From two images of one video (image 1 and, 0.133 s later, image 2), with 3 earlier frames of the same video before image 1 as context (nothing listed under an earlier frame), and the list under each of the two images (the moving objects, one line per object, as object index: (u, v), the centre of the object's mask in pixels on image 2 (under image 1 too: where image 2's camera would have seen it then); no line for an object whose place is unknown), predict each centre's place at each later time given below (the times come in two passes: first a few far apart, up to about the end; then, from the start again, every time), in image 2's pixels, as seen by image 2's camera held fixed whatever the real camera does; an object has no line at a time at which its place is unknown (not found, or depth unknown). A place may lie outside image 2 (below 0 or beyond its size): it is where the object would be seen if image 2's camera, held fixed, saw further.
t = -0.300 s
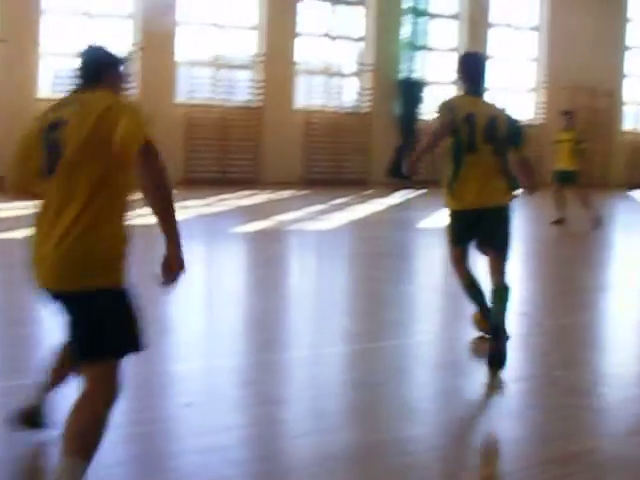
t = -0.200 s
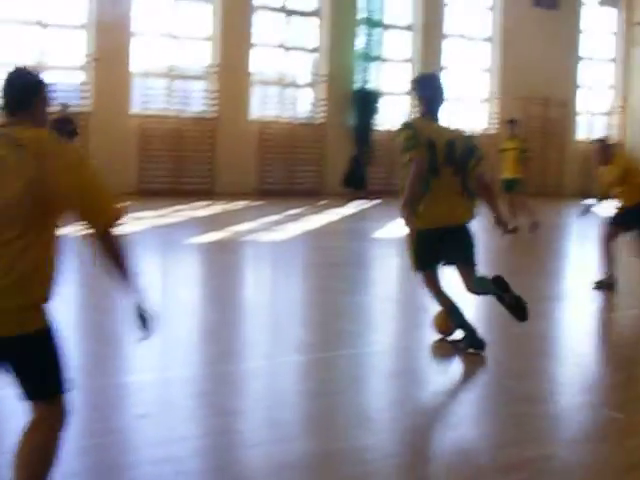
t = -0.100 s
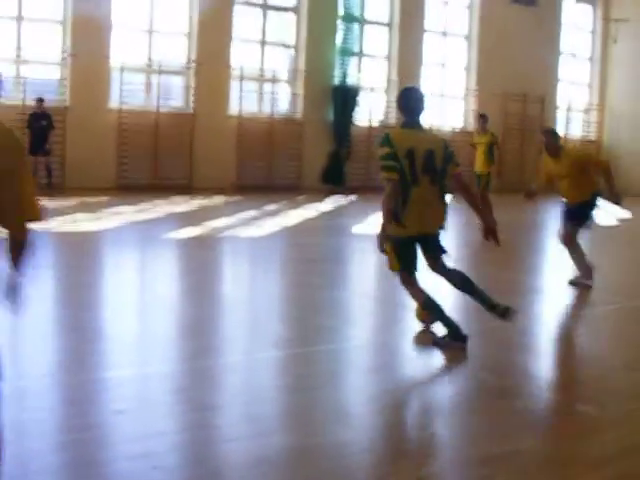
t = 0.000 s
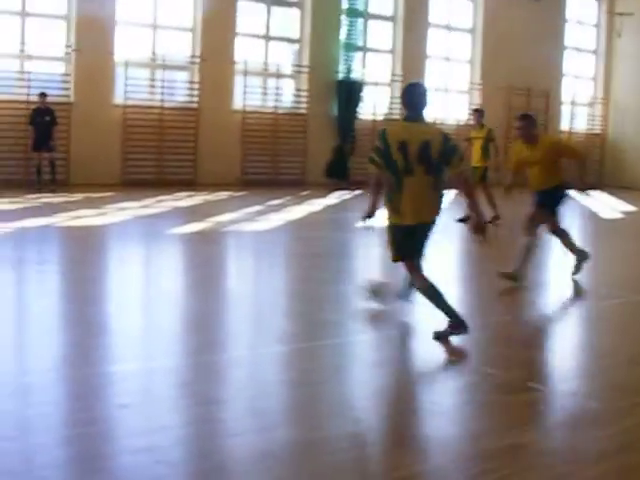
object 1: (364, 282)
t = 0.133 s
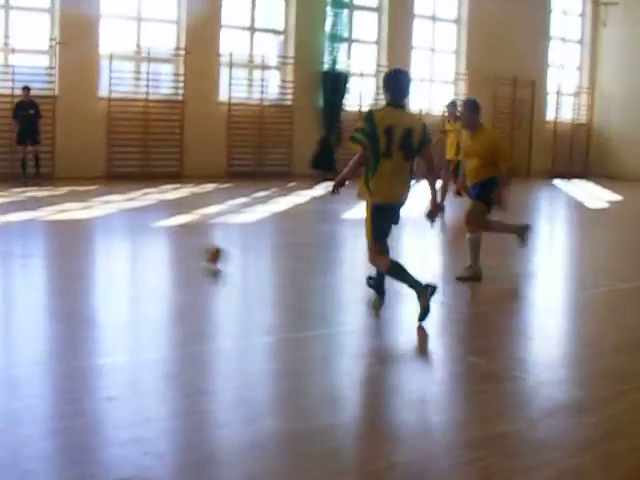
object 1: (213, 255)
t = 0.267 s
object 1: (114, 236)
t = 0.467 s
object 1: (11, 216)
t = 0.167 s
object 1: (187, 249)
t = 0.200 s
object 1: (161, 242)
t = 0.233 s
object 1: (136, 238)
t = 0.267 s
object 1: (114, 236)
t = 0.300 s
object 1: (93, 233)
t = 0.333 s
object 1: (75, 228)
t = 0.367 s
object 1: (57, 224)
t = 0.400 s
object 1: (41, 221)
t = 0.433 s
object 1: (25, 220)
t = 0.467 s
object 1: (11, 216)
